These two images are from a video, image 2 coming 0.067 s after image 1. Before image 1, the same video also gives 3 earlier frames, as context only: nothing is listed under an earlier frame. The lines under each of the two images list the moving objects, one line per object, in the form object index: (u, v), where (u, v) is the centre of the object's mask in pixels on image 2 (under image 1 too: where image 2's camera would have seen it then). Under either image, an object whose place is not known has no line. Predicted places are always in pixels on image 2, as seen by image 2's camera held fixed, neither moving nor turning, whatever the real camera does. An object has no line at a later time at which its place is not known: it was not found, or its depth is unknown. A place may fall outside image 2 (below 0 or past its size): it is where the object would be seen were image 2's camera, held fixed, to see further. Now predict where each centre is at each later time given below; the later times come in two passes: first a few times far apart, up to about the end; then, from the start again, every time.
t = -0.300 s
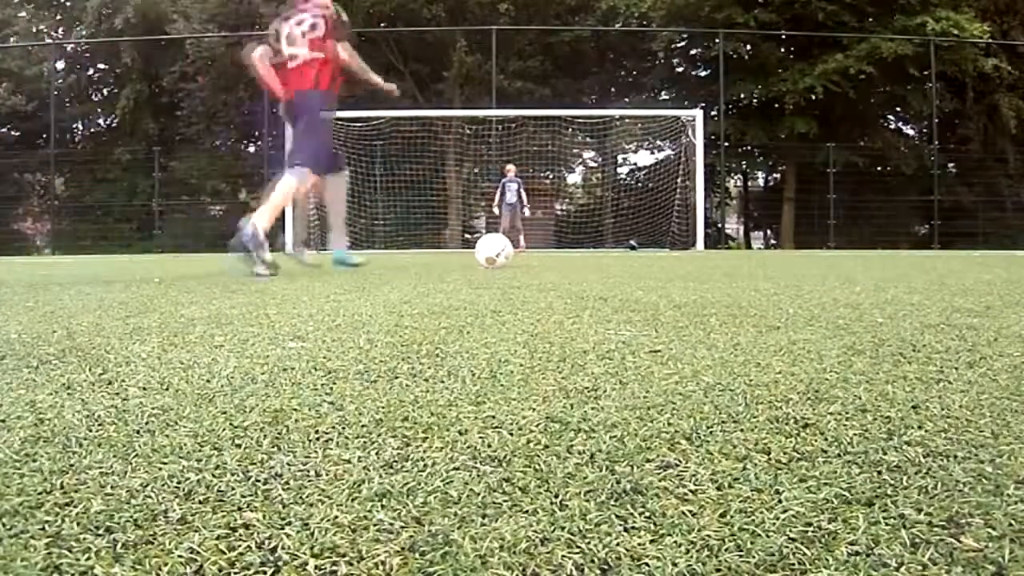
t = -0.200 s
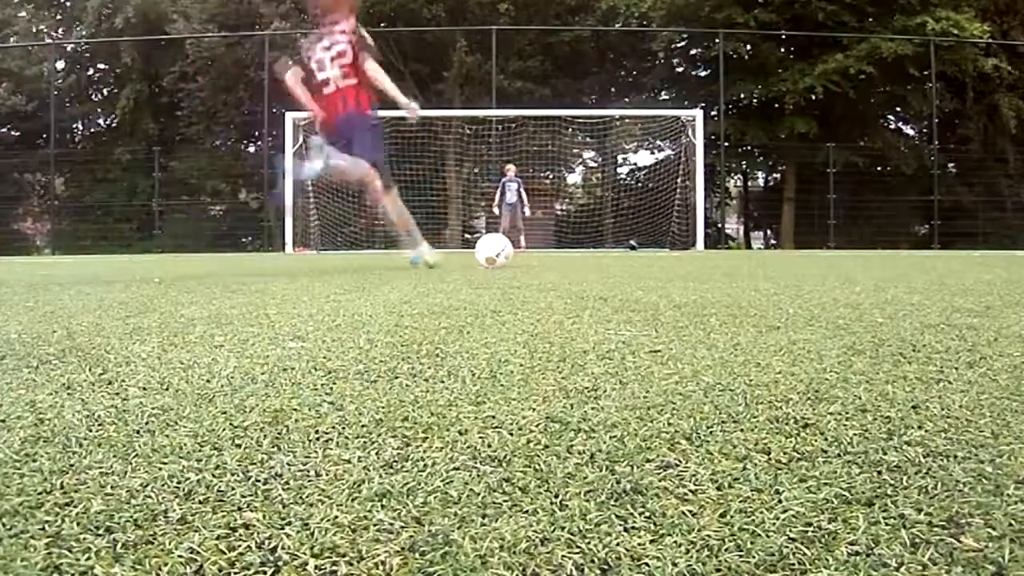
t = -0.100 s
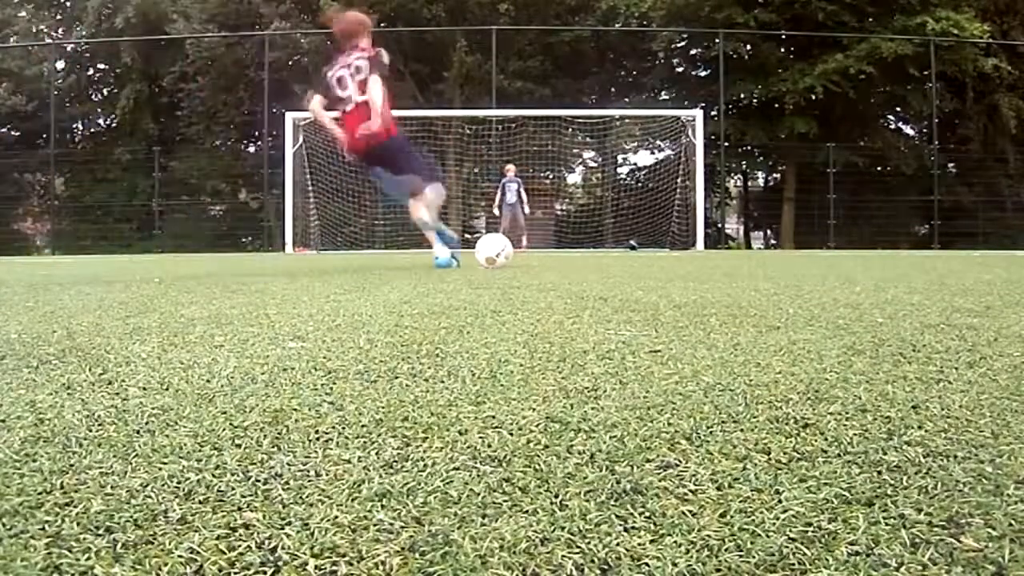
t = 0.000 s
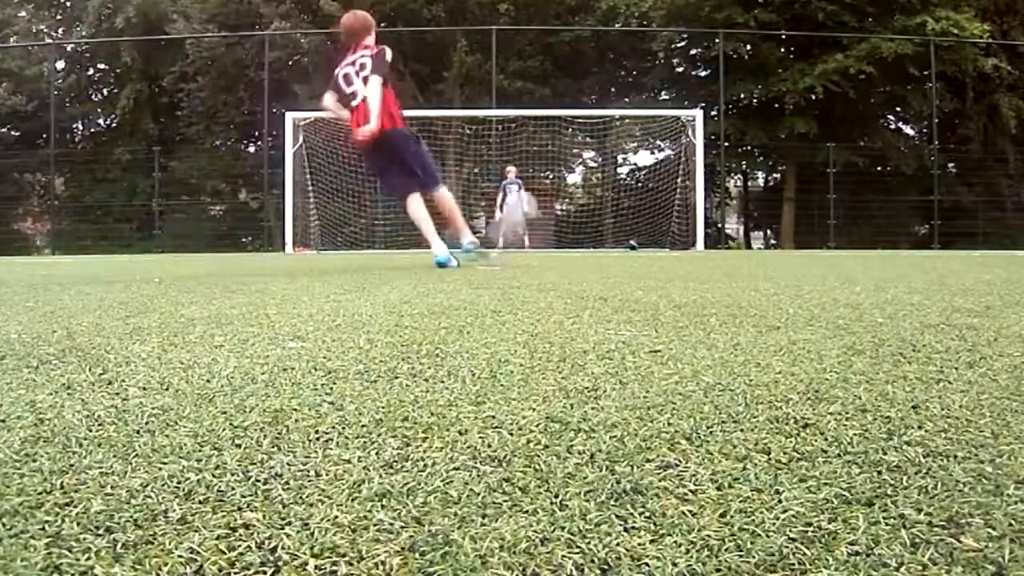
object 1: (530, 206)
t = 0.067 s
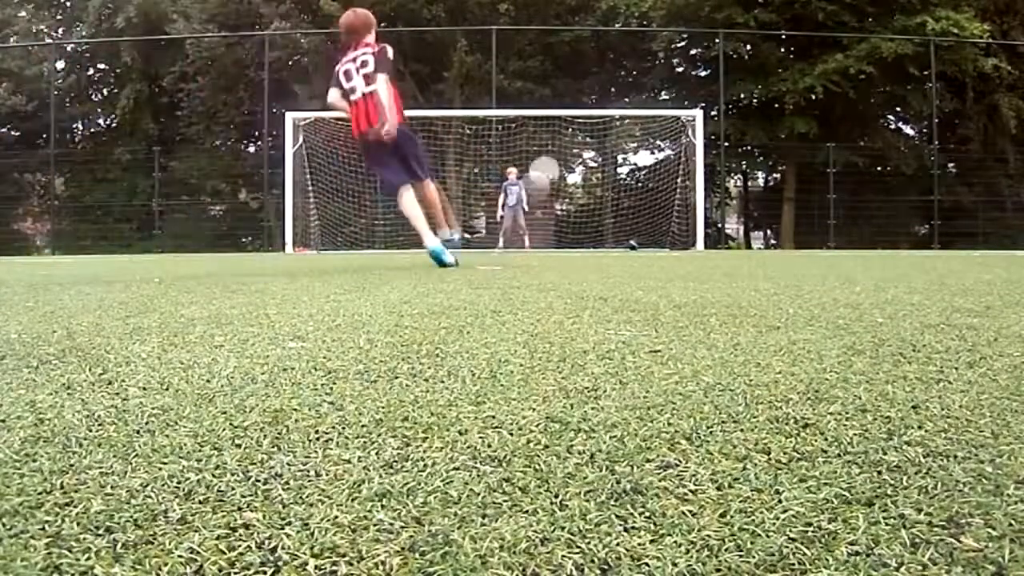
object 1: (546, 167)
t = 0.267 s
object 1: (592, 123)
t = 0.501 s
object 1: (629, 120)
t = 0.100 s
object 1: (554, 157)
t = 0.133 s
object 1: (563, 148)
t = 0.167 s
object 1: (571, 139)
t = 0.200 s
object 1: (579, 131)
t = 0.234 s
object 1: (586, 126)
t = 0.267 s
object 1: (592, 123)
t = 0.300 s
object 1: (598, 121)
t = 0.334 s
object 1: (604, 116)
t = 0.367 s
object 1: (609, 115)
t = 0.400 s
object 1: (615, 115)
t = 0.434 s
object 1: (619, 114)
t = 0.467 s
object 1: (623, 115)
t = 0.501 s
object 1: (629, 120)
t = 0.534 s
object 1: (632, 120)
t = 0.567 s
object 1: (636, 122)
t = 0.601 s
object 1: (640, 126)
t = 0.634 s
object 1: (644, 130)
